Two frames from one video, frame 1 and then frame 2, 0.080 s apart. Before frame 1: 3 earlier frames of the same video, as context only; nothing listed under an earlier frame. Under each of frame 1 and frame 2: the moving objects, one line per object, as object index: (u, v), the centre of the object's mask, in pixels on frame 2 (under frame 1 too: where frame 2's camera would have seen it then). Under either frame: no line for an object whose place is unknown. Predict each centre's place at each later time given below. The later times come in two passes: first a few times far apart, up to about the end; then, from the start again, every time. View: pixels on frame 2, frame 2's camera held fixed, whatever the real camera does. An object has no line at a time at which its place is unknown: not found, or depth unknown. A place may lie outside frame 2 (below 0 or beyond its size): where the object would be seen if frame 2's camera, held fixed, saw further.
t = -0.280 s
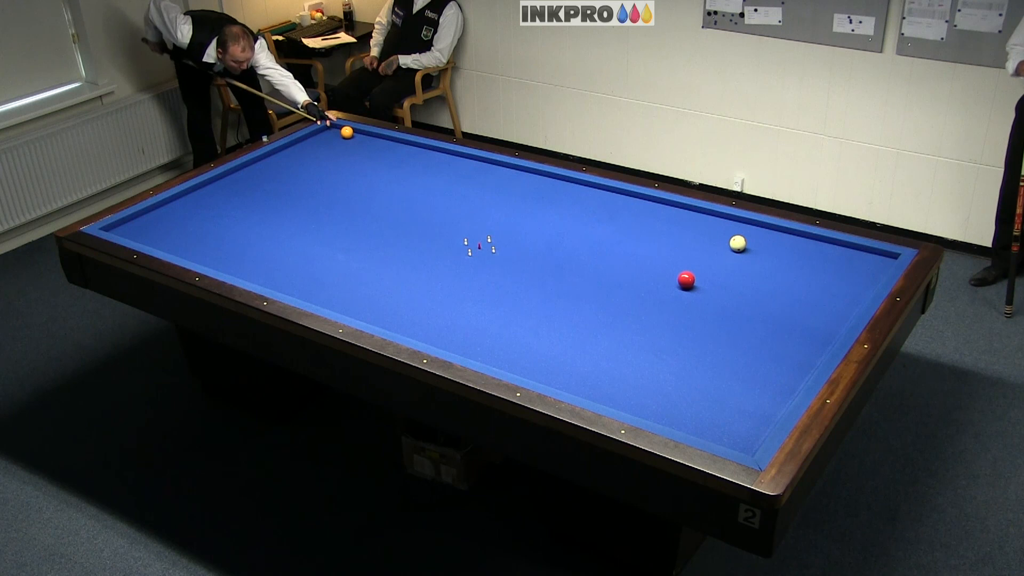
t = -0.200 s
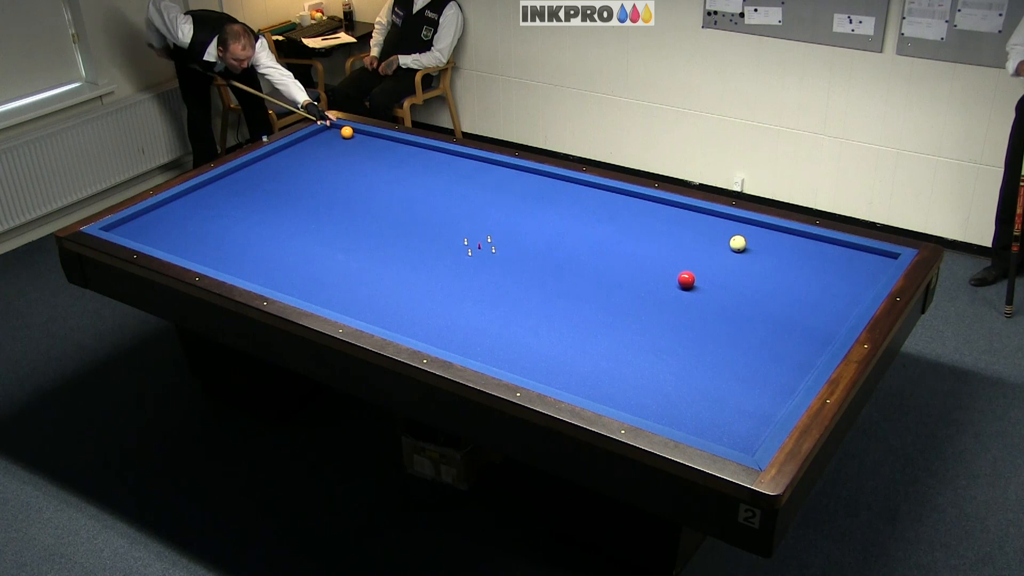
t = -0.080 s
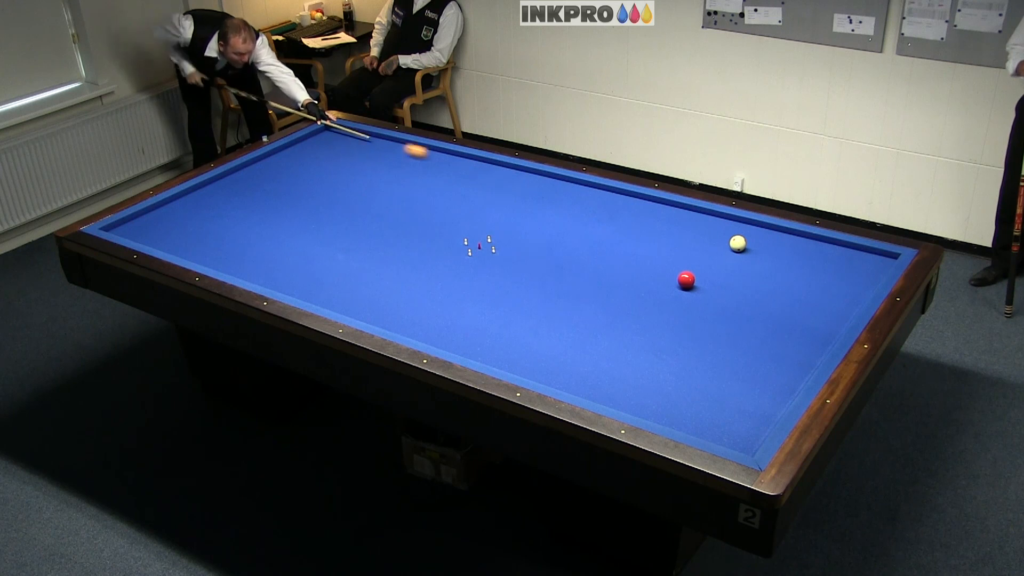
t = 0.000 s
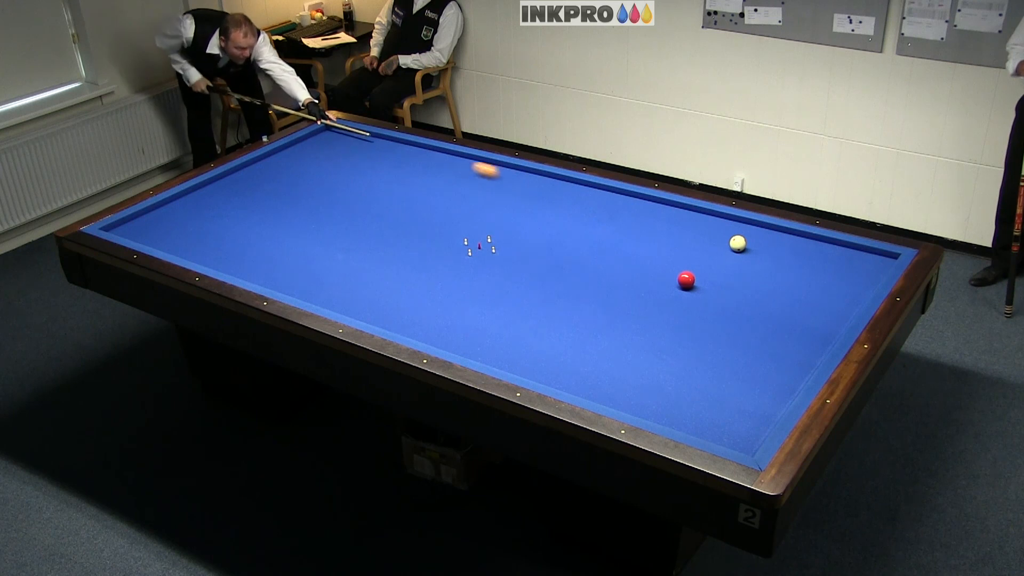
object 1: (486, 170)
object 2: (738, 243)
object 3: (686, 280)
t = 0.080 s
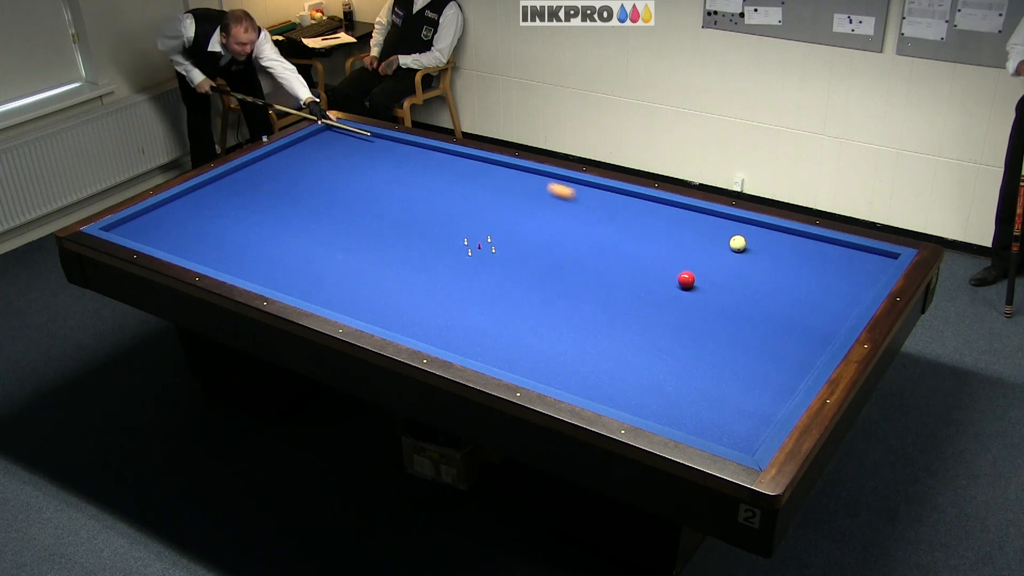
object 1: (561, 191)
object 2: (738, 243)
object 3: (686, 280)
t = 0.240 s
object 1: (722, 236)
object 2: (740, 244)
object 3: (686, 280)
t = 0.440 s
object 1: (768, 230)
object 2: (805, 292)
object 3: (686, 280)
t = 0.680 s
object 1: (777, 248)
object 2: (693, 266)
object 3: (620, 283)
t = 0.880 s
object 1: (787, 262)
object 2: (674, 245)
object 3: (513, 290)
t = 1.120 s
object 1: (799, 280)
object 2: (652, 224)
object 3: (409, 296)
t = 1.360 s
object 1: (811, 299)
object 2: (631, 204)
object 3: (311, 298)
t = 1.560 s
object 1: (822, 314)
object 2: (614, 192)
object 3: (295, 276)
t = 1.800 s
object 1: (833, 333)
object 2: (584, 192)
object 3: (275, 252)
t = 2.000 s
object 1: (817, 339)
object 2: (561, 192)
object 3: (260, 234)
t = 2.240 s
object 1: (798, 345)
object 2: (534, 192)
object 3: (243, 213)
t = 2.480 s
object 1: (779, 352)
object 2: (507, 191)
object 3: (228, 195)
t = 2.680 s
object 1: (764, 357)
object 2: (486, 191)
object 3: (216, 181)
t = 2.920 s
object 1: (746, 363)
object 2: (461, 191)
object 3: (247, 177)
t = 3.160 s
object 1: (728, 369)
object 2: (437, 191)
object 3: (280, 174)
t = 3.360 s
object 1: (713, 374)
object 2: (417, 191)
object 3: (307, 172)
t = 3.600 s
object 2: (395, 190)
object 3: (339, 169)
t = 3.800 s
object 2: (377, 190)
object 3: (365, 167)
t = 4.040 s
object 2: (356, 191)
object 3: (395, 164)
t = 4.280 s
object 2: (336, 190)
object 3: (425, 162)
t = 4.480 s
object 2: (319, 191)
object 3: (448, 160)
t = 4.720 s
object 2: (300, 191)
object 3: (473, 159)
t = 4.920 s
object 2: (285, 191)
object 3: (480, 165)
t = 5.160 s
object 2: (268, 191)
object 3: (488, 172)
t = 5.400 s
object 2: (251, 191)
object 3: (496, 178)
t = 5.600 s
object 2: (238, 191)
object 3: (503, 184)
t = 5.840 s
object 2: (222, 191)
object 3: (512, 191)
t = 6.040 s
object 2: (210, 191)
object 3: (519, 196)
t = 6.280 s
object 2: (196, 191)
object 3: (527, 203)
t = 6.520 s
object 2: (190, 193)
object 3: (535, 210)
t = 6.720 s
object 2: (190, 195)
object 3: (541, 215)
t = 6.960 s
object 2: (191, 198)
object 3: (549, 222)
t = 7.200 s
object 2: (192, 200)
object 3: (557, 228)
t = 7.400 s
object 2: (193, 202)
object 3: (564, 234)
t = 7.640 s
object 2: (194, 204)
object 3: (571, 240)
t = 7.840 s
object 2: (195, 206)
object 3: (578, 245)
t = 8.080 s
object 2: (196, 208)
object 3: (585, 251)
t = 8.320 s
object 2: (197, 209)
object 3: (592, 256)
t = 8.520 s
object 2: (197, 210)
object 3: (598, 261)
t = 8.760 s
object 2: (198, 211)
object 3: (605, 267)
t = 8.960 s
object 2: (198, 212)
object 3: (610, 271)
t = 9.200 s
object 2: (199, 212)
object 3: (616, 276)
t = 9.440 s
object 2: (199, 213)
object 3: (622, 281)
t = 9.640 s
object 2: (200, 213)
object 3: (627, 285)
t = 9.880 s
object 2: (200, 213)
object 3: (632, 289)
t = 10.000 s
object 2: (200, 213)
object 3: (634, 291)
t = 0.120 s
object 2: (738, 243)
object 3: (686, 280)
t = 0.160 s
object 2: (738, 243)
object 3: (686, 280)
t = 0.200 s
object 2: (738, 243)
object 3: (686, 280)
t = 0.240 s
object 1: (722, 236)
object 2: (740, 244)
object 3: (686, 280)
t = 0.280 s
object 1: (737, 234)
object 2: (772, 258)
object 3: (686, 280)
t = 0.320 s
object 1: (747, 232)
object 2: (808, 275)
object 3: (686, 280)
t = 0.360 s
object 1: (757, 229)
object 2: (846, 293)
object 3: (686, 280)
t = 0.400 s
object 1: (766, 227)
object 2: (840, 297)
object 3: (686, 280)
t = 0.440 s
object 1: (768, 230)
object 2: (805, 292)
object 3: (686, 280)
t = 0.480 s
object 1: (768, 234)
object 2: (773, 288)
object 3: (686, 280)
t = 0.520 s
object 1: (769, 237)
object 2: (741, 284)
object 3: (686, 280)
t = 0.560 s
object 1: (771, 239)
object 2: (712, 279)
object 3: (686, 280)
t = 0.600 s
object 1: (773, 242)
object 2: (700, 275)
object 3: (669, 281)
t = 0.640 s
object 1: (775, 245)
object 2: (697, 270)
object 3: (644, 282)
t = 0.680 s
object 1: (777, 248)
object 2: (693, 266)
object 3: (620, 283)
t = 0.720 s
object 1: (779, 251)
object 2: (689, 261)
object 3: (596, 285)
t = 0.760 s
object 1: (781, 254)
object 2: (685, 257)
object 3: (574, 286)
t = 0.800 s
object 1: (783, 257)
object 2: (681, 253)
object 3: (552, 287)
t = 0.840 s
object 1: (785, 259)
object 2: (677, 250)
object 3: (532, 288)
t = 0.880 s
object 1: (787, 262)
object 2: (674, 245)
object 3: (513, 290)
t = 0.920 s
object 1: (789, 265)
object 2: (670, 242)
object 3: (495, 291)
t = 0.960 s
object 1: (791, 268)
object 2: (666, 238)
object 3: (477, 292)
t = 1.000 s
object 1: (793, 271)
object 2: (662, 235)
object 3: (460, 293)
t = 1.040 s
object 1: (795, 274)
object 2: (659, 231)
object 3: (443, 294)
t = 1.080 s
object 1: (797, 277)
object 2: (655, 227)
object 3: (426, 295)
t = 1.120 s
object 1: (799, 280)
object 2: (652, 224)
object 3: (409, 296)
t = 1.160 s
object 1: (801, 283)
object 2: (648, 220)
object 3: (393, 297)
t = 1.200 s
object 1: (803, 286)
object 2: (645, 217)
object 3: (376, 297)
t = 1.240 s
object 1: (805, 289)
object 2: (641, 213)
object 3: (359, 299)
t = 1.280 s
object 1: (807, 292)
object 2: (638, 210)
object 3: (342, 300)
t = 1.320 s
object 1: (809, 295)
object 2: (635, 207)
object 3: (326, 299)
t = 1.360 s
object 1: (811, 299)
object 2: (631, 204)
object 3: (311, 298)
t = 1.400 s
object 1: (813, 302)
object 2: (629, 201)
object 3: (308, 294)
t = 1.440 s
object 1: (816, 305)
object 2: (626, 198)
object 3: (305, 290)
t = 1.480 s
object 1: (818, 308)
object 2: (622, 195)
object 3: (302, 285)
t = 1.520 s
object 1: (820, 311)
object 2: (619, 192)
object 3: (299, 280)
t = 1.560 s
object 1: (822, 314)
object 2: (614, 192)
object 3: (295, 276)
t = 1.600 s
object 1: (824, 318)
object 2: (609, 193)
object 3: (291, 272)
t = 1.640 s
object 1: (826, 321)
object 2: (604, 192)
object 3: (288, 268)
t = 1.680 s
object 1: (829, 324)
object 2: (599, 192)
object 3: (285, 264)
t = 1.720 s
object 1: (831, 327)
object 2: (594, 192)
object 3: (281, 260)
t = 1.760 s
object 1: (833, 331)
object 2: (589, 192)
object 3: (278, 256)
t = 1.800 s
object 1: (833, 333)
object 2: (584, 192)
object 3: (275, 252)
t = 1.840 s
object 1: (830, 335)
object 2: (580, 192)
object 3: (272, 248)
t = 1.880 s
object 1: (827, 336)
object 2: (575, 192)
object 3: (269, 244)
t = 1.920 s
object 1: (824, 337)
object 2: (571, 192)
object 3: (265, 241)
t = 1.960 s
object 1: (820, 338)
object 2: (566, 192)
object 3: (262, 237)
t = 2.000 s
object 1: (817, 339)
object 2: (561, 192)
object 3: (260, 234)
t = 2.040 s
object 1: (814, 340)
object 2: (557, 192)
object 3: (257, 230)
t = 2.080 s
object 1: (811, 341)
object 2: (552, 192)
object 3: (254, 227)
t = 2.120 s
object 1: (808, 342)
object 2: (547, 192)
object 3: (251, 223)
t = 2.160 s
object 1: (804, 343)
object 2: (543, 192)
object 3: (248, 220)
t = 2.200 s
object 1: (801, 344)
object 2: (538, 192)
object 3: (246, 217)
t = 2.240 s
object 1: (798, 345)
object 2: (534, 192)
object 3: (243, 213)
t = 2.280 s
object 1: (795, 346)
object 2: (529, 191)
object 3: (240, 210)
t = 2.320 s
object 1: (792, 347)
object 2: (525, 191)
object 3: (238, 207)
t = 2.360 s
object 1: (789, 349)
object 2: (520, 191)
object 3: (235, 204)
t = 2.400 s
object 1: (786, 350)
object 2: (516, 191)
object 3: (233, 201)
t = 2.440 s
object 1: (783, 352)
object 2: (512, 191)
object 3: (230, 198)
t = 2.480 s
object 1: (779, 352)
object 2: (507, 191)
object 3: (228, 195)
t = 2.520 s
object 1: (776, 353)
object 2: (503, 191)
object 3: (226, 192)
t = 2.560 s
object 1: (773, 354)
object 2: (499, 191)
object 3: (223, 189)
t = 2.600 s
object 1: (770, 355)
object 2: (494, 191)
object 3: (221, 186)
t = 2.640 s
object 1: (767, 356)
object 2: (490, 191)
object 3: (219, 184)
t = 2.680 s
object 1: (764, 357)
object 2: (486, 191)
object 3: (216, 181)
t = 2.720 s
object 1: (761, 358)
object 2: (482, 191)
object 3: (217, 179)
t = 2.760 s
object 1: (758, 359)
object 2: (477, 191)
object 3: (224, 179)
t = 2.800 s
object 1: (755, 360)
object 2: (473, 191)
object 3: (230, 179)
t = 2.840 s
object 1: (752, 361)
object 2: (469, 191)
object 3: (236, 178)
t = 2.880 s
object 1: (749, 362)
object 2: (465, 191)
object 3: (241, 178)
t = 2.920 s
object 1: (746, 363)
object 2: (461, 191)
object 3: (247, 177)
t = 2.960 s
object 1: (742, 364)
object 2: (457, 191)
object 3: (253, 177)
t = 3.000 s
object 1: (739, 365)
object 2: (453, 191)
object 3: (258, 176)
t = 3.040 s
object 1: (737, 366)
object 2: (449, 191)
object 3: (264, 176)
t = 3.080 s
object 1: (734, 367)
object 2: (445, 191)
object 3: (269, 175)
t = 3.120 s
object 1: (731, 368)
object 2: (441, 191)
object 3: (275, 175)
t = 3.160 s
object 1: (728, 369)
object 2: (437, 191)
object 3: (280, 174)
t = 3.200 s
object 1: (725, 370)
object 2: (433, 191)
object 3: (286, 174)
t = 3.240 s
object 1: (722, 371)
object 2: (429, 191)
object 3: (291, 173)
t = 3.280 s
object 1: (719, 372)
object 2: (425, 191)
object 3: (296, 173)
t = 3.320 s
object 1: (716, 373)
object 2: (421, 190)
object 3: (302, 172)
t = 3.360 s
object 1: (713, 374)
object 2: (417, 191)
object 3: (307, 172)
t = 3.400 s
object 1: (710, 375)
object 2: (414, 190)
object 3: (313, 171)
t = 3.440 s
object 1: (707, 376)
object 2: (410, 191)
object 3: (318, 171)
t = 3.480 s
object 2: (406, 191)
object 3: (323, 170)
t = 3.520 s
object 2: (402, 191)
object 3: (328, 170)
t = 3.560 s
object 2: (399, 191)
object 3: (334, 170)
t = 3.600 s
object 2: (395, 190)
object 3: (339, 169)
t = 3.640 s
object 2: (392, 191)
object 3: (344, 169)
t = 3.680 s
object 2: (388, 191)
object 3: (349, 168)
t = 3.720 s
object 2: (384, 190)
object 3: (354, 168)
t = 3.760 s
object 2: (380, 190)
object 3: (359, 167)
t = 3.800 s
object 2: (377, 190)
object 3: (365, 167)
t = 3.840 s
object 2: (373, 191)
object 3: (370, 166)
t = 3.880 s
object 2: (370, 191)
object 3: (375, 166)
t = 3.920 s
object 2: (366, 190)
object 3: (380, 165)
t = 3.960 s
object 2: (363, 190)
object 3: (385, 165)
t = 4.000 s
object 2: (359, 190)
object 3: (390, 165)
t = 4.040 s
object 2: (356, 191)
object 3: (395, 164)
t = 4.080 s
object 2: (352, 191)
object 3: (400, 164)
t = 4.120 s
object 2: (349, 191)
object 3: (405, 163)
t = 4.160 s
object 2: (346, 191)
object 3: (410, 163)
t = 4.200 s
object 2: (342, 190)
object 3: (415, 163)
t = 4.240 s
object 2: (339, 190)
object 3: (420, 162)
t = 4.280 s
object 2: (336, 190)
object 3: (425, 162)
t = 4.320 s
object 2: (332, 191)
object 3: (429, 161)
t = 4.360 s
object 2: (329, 190)
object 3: (434, 161)
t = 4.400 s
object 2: (326, 190)
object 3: (439, 160)
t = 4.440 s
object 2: (323, 191)
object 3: (443, 160)
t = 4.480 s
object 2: (319, 191)
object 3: (448, 160)
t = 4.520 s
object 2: (316, 191)
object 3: (453, 159)
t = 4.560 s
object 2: (313, 191)
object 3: (458, 159)
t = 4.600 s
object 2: (310, 191)
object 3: (462, 158)
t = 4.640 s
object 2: (307, 191)
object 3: (467, 158)
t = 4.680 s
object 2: (304, 191)
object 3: (471, 158)
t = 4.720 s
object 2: (300, 191)
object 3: (473, 159)
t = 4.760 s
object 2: (298, 191)
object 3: (474, 160)
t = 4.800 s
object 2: (294, 191)
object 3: (476, 161)
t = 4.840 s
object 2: (292, 191)
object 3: (477, 162)
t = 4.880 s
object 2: (289, 191)
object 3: (478, 164)
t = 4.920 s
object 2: (285, 191)
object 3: (480, 165)
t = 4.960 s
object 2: (282, 191)
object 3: (481, 166)
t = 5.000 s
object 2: (280, 191)
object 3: (483, 167)
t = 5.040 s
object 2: (277, 191)
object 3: (484, 168)
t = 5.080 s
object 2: (274, 191)
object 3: (485, 169)
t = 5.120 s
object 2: (271, 191)
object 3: (487, 171)
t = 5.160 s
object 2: (268, 191)
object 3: (488, 172)
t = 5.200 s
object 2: (265, 191)
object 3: (490, 173)
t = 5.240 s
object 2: (262, 191)
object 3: (491, 174)
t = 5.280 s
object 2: (259, 191)
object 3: (492, 175)
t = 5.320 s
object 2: (257, 191)
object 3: (494, 176)
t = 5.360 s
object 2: (254, 191)
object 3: (495, 177)
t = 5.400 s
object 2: (251, 191)
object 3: (496, 178)
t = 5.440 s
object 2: (248, 191)
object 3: (498, 179)
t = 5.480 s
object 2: (246, 191)
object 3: (499, 180)
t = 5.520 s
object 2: (243, 191)
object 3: (501, 182)
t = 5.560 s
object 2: (240, 191)
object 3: (502, 183)
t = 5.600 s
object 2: (238, 191)
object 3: (503, 184)
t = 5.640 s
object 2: (235, 191)
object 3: (505, 185)
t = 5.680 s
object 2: (233, 191)
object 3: (506, 186)
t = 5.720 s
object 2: (230, 191)
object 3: (508, 187)
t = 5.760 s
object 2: (228, 191)
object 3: (509, 188)
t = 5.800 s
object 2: (225, 191)
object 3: (511, 189)
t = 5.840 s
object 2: (222, 191)
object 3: (512, 191)
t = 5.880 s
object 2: (220, 191)
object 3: (513, 192)
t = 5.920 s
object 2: (217, 191)
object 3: (515, 193)
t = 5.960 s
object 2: (215, 191)
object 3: (516, 194)
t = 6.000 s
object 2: (212, 191)
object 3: (517, 195)
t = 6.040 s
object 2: (210, 191)
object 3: (519, 196)
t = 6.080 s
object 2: (208, 191)
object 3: (520, 197)
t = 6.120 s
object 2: (205, 191)
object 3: (521, 198)
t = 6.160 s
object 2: (203, 191)
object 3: (523, 200)
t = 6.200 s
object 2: (200, 191)
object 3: (524, 201)
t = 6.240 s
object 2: (198, 191)
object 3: (525, 202)
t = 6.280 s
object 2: (196, 191)
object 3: (527, 203)
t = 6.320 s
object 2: (194, 191)
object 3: (528, 204)
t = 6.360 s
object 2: (191, 191)
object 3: (529, 205)
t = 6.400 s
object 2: (189, 191)
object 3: (531, 206)
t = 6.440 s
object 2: (189, 192)
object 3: (532, 207)
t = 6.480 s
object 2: (190, 192)
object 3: (534, 209)
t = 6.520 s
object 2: (190, 193)
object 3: (535, 210)
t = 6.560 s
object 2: (190, 193)
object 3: (536, 211)
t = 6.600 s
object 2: (190, 194)
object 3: (537, 212)
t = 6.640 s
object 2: (190, 194)
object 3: (539, 213)
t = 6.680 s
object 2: (190, 195)
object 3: (540, 214)
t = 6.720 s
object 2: (190, 195)
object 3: (541, 215)
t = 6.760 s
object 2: (190, 196)
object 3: (543, 216)
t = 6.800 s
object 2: (191, 196)
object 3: (544, 217)
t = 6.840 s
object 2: (191, 197)
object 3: (545, 218)
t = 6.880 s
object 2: (191, 197)
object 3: (547, 219)
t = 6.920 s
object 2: (191, 197)
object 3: (548, 221)
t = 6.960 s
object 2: (191, 198)
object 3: (549, 222)
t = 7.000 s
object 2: (191, 198)
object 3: (551, 223)
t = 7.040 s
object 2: (192, 199)
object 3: (552, 224)
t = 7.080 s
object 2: (192, 199)
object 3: (554, 225)
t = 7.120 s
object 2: (192, 200)
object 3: (555, 226)
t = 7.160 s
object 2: (192, 200)
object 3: (556, 227)
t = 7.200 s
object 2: (192, 200)
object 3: (557, 228)
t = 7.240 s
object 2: (192, 201)
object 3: (559, 229)
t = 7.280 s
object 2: (193, 201)
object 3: (560, 230)
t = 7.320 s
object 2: (193, 201)
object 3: (561, 231)
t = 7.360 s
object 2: (193, 202)
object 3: (563, 232)
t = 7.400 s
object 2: (193, 202)
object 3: (564, 234)
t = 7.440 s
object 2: (193, 203)
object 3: (565, 235)
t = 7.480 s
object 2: (193, 203)
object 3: (566, 236)
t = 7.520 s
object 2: (194, 203)
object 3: (568, 237)
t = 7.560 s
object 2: (194, 204)
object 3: (569, 237)
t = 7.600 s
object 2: (194, 204)
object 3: (570, 239)
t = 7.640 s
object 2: (194, 204)
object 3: (571, 240)
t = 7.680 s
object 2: (194, 205)
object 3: (573, 240)
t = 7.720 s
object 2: (195, 205)
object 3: (574, 242)
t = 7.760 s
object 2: (195, 205)
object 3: (575, 243)
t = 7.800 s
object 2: (195, 205)
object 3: (576, 244)
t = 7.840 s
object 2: (195, 206)
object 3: (578, 245)
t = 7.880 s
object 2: (195, 206)
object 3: (579, 246)
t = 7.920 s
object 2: (195, 206)
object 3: (580, 247)
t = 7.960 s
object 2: (195, 207)
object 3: (581, 248)
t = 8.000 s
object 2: (195, 207)
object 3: (583, 249)
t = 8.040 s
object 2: (196, 207)
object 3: (584, 250)
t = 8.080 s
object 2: (196, 208)
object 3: (585, 251)
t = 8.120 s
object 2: (196, 208)
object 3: (586, 252)
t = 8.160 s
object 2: (196, 208)
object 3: (588, 253)
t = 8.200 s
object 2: (196, 208)
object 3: (589, 253)
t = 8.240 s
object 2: (196, 208)
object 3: (590, 254)
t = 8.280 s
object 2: (197, 209)
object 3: (591, 256)
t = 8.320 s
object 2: (197, 209)
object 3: (592, 256)
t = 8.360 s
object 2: (197, 209)
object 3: (593, 258)
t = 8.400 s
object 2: (197, 209)
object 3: (595, 259)
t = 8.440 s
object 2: (197, 209)
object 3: (596, 259)
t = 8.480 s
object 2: (197, 210)
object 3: (597, 260)
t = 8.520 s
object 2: (197, 210)
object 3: (598, 261)
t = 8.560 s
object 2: (197, 210)
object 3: (599, 262)
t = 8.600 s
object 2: (198, 210)
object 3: (600, 263)
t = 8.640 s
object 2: (198, 211)
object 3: (601, 264)
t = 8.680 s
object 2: (198, 211)
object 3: (603, 265)
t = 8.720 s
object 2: (198, 211)
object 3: (603, 266)
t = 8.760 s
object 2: (198, 211)
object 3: (605, 267)
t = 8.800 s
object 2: (198, 211)
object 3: (606, 268)
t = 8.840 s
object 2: (198, 211)
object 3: (607, 269)
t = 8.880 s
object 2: (198, 211)
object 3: (608, 269)
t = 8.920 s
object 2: (198, 212)
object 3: (609, 270)
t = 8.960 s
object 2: (198, 212)
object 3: (610, 271)
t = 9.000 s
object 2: (199, 212)
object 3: (611, 272)
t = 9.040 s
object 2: (199, 212)
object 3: (612, 273)
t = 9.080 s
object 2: (199, 212)
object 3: (613, 274)
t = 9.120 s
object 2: (199, 212)
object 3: (614, 275)
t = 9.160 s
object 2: (199, 212)
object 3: (615, 275)
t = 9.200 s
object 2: (199, 212)
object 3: (616, 276)
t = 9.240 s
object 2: (199, 213)
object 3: (617, 277)
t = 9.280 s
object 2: (199, 213)
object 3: (618, 278)
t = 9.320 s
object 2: (199, 213)
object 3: (619, 279)
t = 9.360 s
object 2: (199, 213)
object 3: (620, 279)
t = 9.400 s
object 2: (199, 213)
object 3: (622, 280)
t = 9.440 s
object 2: (199, 213)
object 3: (622, 281)
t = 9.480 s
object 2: (199, 213)
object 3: (623, 282)
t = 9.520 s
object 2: (199, 213)
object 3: (624, 283)
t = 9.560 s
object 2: (200, 213)
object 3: (625, 283)
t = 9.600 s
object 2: (200, 213)
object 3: (626, 284)
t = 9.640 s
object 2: (200, 213)
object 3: (627, 285)
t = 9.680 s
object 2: (200, 213)
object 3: (628, 286)
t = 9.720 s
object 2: (200, 213)
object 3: (629, 286)
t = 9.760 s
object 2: (200, 213)
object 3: (629, 287)
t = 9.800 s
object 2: (200, 213)
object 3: (630, 288)
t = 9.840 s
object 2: (200, 213)
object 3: (631, 289)
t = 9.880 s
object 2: (200, 213)
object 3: (632, 289)
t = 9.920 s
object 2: (200, 213)
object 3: (633, 290)
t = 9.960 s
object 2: (200, 213)
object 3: (633, 291)
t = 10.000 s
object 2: (200, 213)
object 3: (634, 291)
